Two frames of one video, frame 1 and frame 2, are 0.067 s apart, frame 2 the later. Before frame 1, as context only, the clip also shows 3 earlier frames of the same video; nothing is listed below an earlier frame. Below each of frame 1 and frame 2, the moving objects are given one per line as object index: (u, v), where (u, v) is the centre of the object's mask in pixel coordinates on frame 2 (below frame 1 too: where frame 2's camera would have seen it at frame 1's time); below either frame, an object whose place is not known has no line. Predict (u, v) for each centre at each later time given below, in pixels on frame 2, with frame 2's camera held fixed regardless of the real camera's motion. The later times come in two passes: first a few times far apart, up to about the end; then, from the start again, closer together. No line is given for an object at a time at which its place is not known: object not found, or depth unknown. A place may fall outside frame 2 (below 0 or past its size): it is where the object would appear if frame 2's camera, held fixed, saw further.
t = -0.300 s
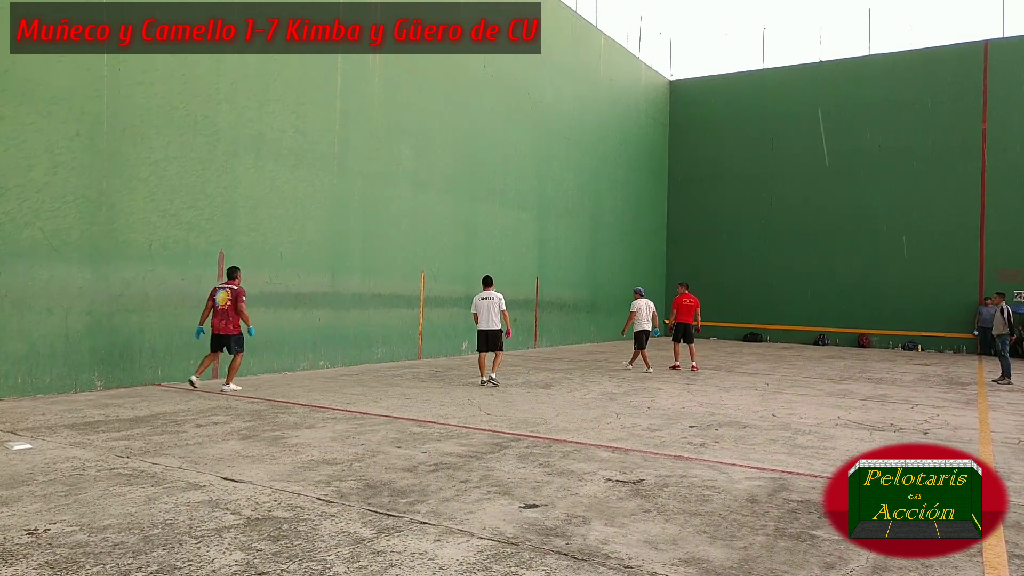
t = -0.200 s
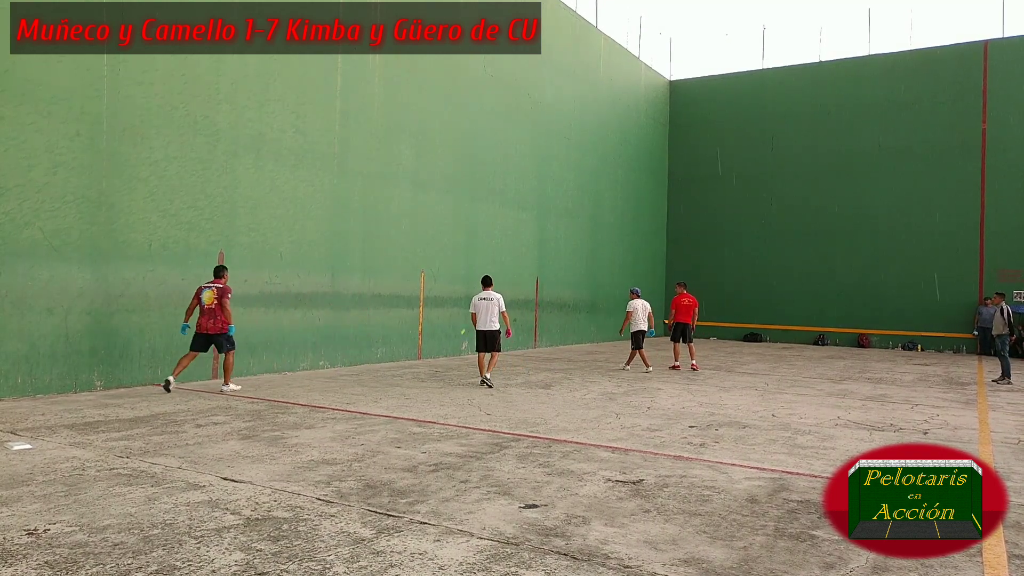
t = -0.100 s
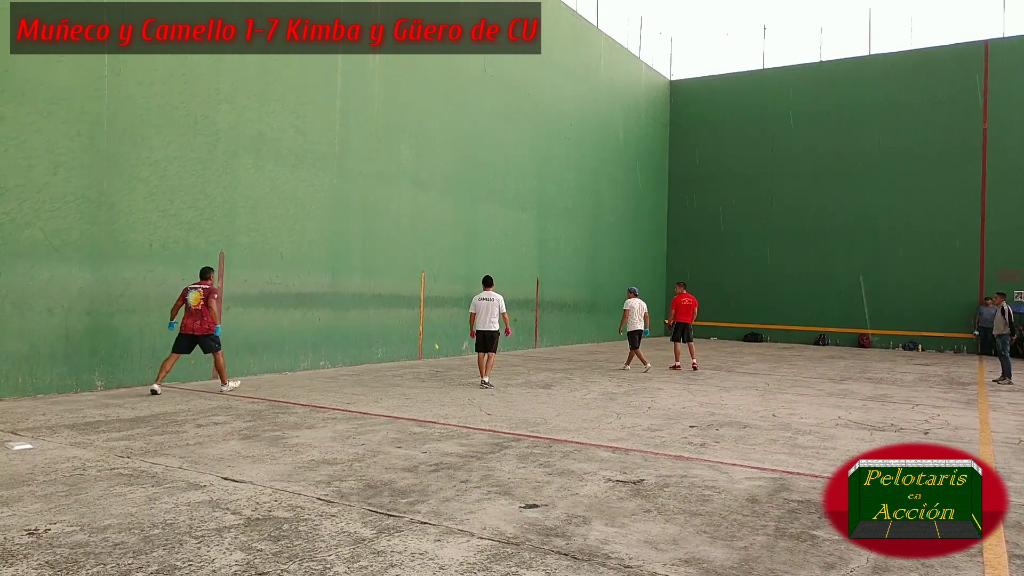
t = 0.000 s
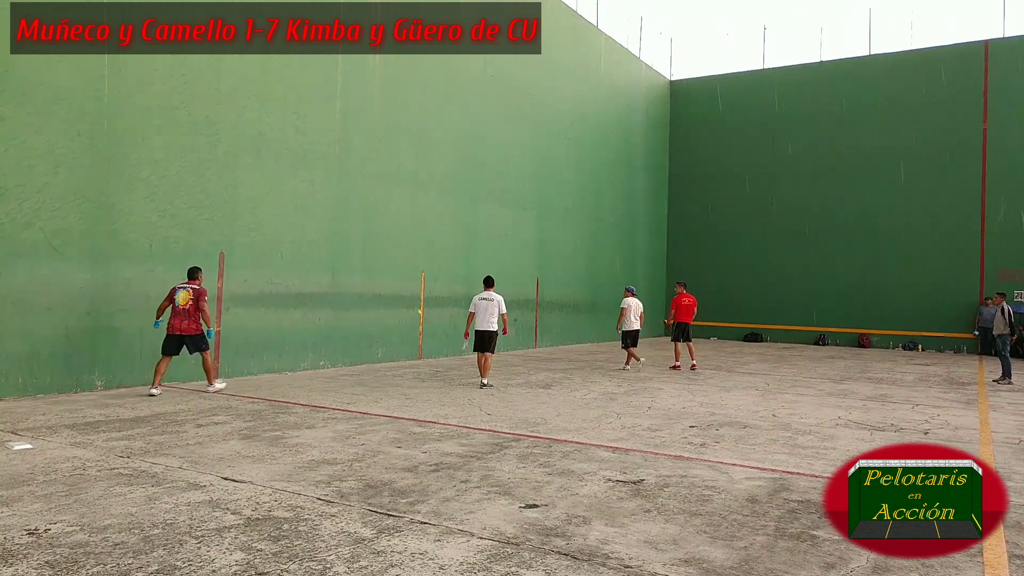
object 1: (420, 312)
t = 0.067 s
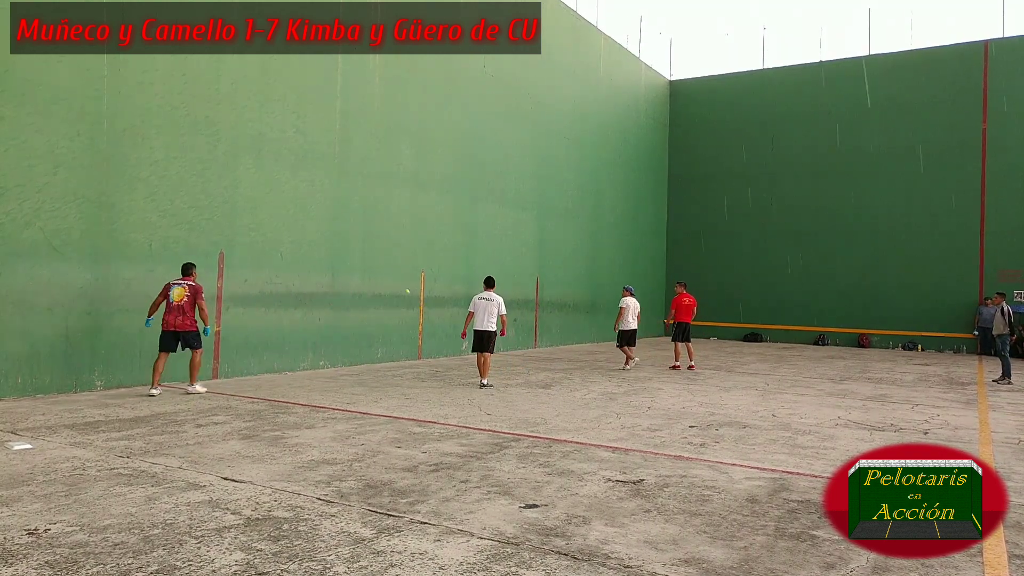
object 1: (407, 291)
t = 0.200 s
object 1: (383, 254)
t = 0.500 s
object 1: (318, 200)
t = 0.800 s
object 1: (240, 192)
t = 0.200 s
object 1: (383, 254)
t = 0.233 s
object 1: (376, 247)
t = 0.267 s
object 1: (369, 239)
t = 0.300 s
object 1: (362, 232)
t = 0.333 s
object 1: (356, 225)
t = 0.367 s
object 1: (348, 219)
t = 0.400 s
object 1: (340, 214)
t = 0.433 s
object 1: (333, 208)
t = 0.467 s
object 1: (325, 203)
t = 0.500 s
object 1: (318, 200)
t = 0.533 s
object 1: (310, 197)
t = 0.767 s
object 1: (249, 191)
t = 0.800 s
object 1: (240, 192)
